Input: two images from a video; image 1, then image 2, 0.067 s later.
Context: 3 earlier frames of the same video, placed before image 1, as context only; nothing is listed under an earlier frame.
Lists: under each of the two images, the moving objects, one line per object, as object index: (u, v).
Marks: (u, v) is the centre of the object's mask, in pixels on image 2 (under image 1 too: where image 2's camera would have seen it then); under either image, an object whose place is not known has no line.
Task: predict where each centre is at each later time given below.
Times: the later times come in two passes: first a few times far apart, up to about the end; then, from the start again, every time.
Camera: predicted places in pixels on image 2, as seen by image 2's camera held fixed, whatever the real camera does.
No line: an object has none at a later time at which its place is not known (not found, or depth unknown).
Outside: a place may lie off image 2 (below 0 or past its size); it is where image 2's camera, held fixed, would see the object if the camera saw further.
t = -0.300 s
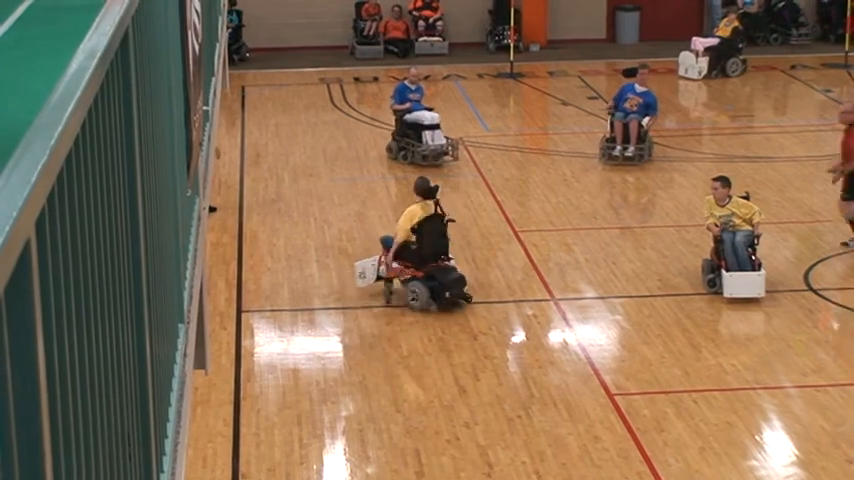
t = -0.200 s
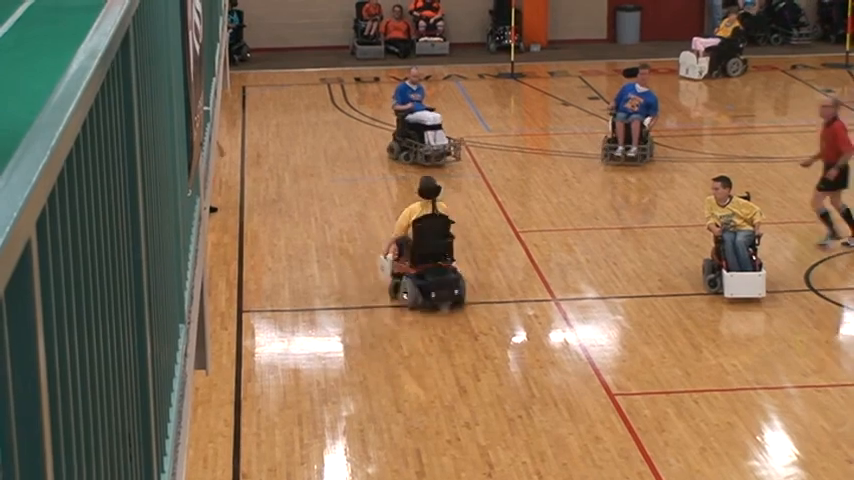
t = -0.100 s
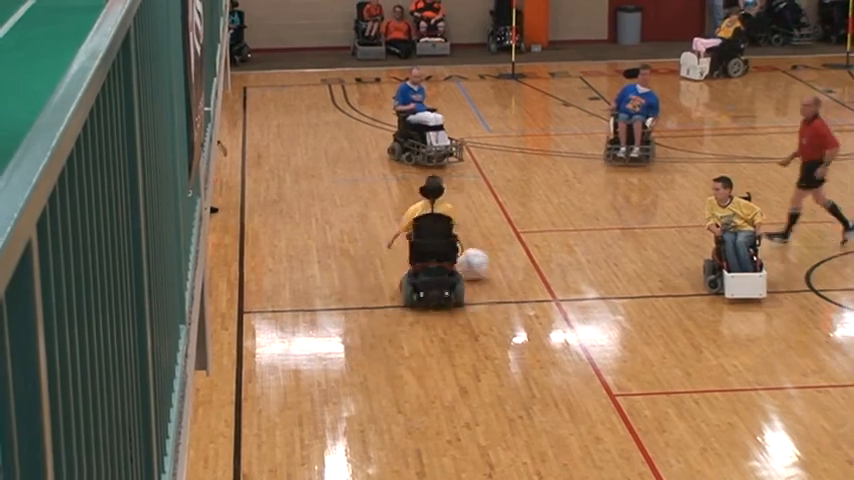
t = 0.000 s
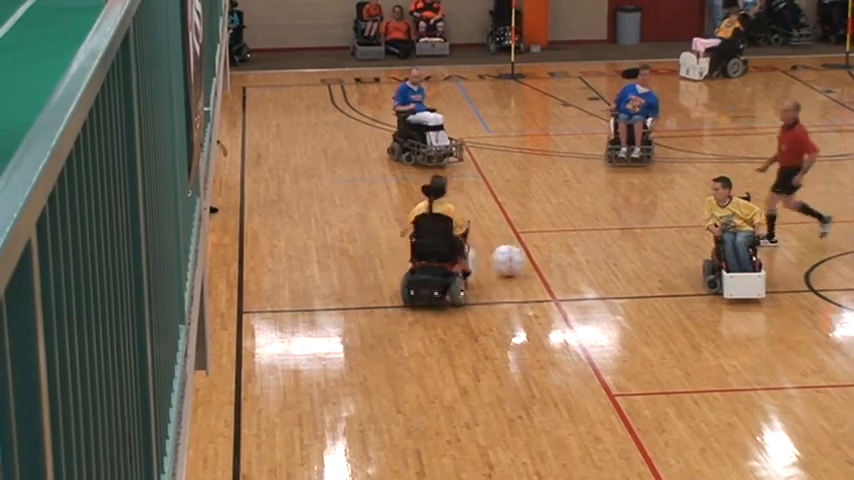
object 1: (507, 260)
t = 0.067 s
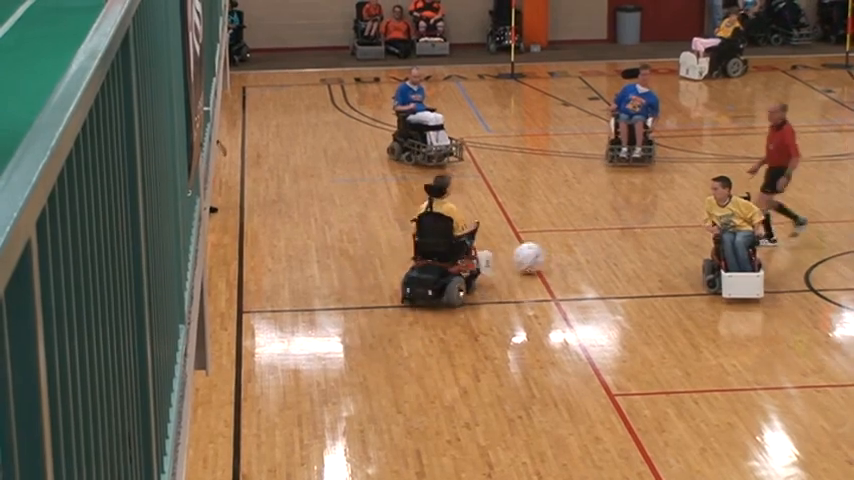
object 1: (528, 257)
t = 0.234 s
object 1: (576, 254)
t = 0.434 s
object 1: (622, 248)
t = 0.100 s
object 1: (539, 257)
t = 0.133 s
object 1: (549, 255)
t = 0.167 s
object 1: (558, 255)
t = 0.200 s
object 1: (567, 254)
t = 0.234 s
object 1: (576, 254)
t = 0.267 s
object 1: (583, 253)
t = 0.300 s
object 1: (592, 251)
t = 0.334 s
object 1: (598, 250)
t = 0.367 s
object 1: (606, 249)
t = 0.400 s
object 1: (614, 249)
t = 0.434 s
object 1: (622, 248)
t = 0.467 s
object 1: (629, 248)
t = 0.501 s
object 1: (636, 247)
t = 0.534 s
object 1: (643, 246)
